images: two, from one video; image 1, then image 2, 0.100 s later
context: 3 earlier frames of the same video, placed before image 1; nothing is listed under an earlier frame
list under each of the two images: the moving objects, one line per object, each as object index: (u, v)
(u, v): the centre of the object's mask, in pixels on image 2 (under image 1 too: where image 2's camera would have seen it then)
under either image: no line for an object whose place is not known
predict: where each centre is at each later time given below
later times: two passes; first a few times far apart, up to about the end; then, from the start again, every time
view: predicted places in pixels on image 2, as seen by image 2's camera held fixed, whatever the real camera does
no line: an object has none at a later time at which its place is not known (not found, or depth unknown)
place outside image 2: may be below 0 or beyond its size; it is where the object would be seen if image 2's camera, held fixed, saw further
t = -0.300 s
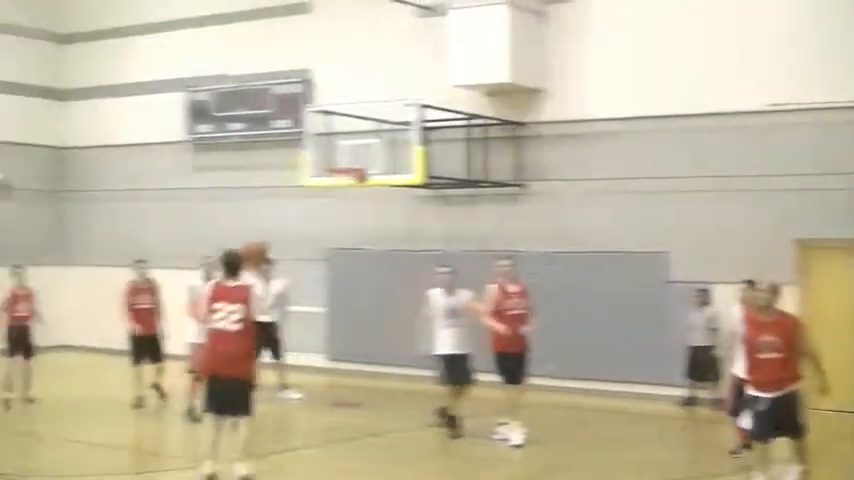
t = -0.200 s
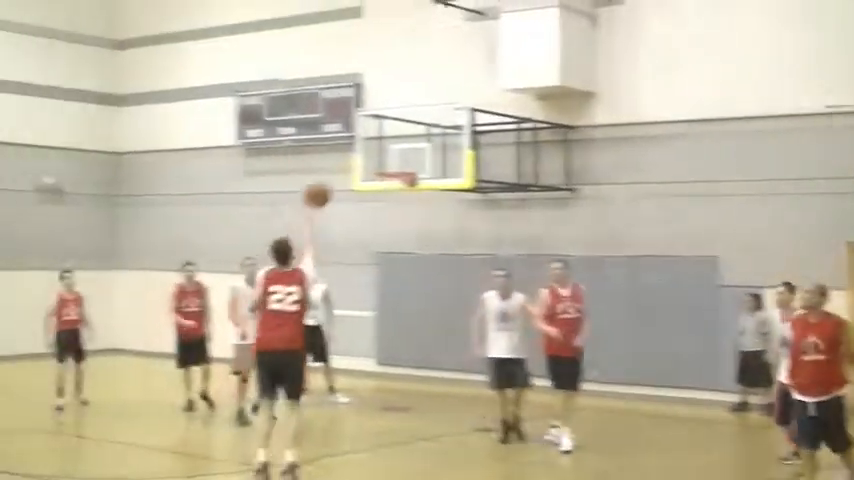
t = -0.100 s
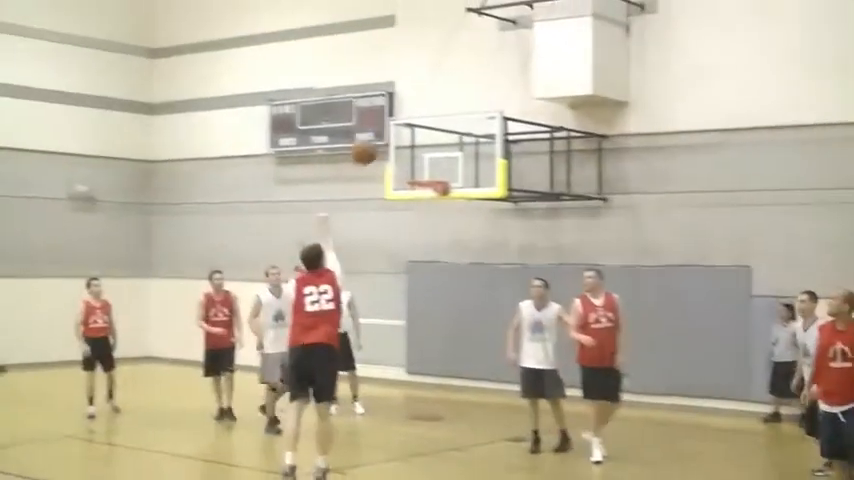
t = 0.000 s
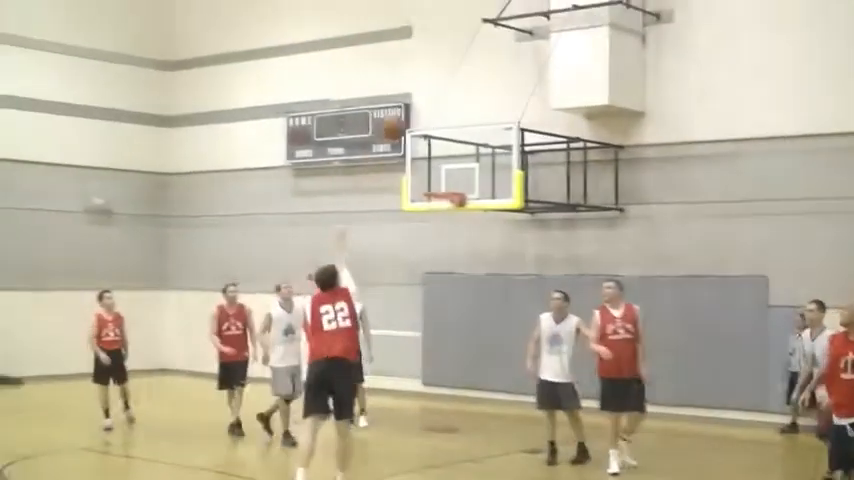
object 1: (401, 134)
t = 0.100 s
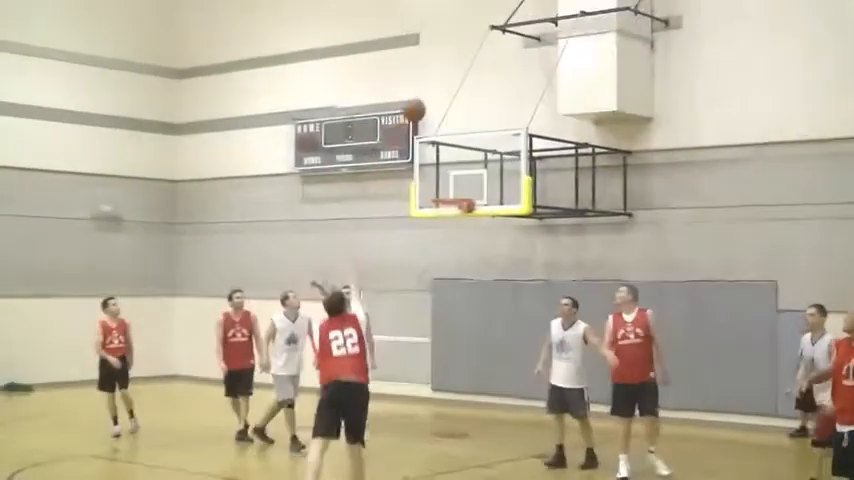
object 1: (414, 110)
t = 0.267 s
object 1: (430, 94)
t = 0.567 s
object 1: (454, 128)
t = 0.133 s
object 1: (418, 104)
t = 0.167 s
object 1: (420, 100)
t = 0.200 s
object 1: (424, 97)
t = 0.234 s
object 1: (427, 95)
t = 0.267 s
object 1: (430, 94)
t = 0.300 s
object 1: (433, 94)
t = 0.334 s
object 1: (436, 96)
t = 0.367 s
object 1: (439, 97)
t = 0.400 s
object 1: (442, 101)
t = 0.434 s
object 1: (444, 105)
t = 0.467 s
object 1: (447, 109)
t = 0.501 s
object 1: (450, 115)
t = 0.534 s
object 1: (452, 121)
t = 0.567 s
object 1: (454, 128)
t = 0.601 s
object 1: (457, 136)
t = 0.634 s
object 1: (459, 144)
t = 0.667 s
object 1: (461, 154)
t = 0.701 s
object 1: (463, 164)
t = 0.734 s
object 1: (464, 176)
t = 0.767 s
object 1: (466, 186)
